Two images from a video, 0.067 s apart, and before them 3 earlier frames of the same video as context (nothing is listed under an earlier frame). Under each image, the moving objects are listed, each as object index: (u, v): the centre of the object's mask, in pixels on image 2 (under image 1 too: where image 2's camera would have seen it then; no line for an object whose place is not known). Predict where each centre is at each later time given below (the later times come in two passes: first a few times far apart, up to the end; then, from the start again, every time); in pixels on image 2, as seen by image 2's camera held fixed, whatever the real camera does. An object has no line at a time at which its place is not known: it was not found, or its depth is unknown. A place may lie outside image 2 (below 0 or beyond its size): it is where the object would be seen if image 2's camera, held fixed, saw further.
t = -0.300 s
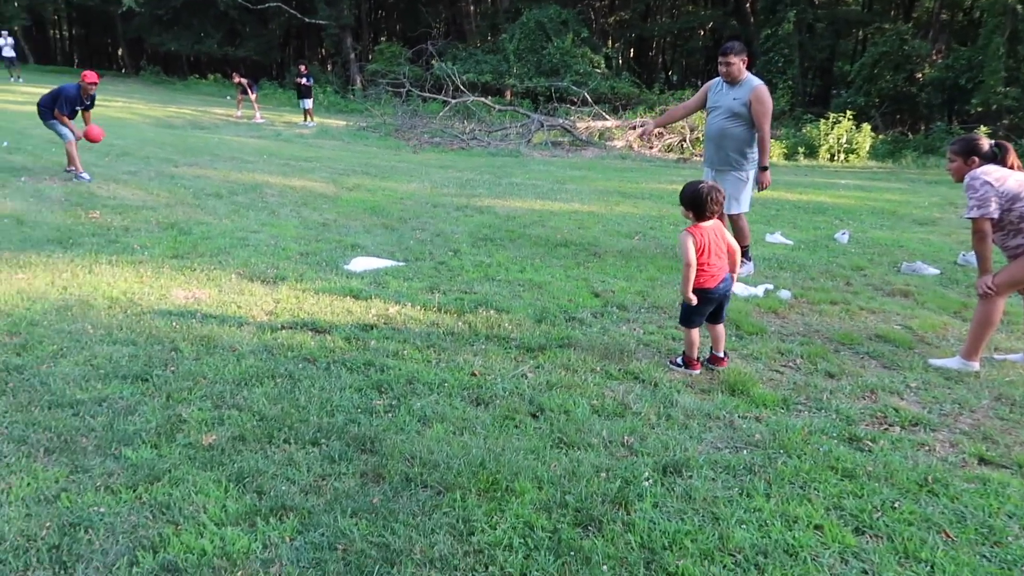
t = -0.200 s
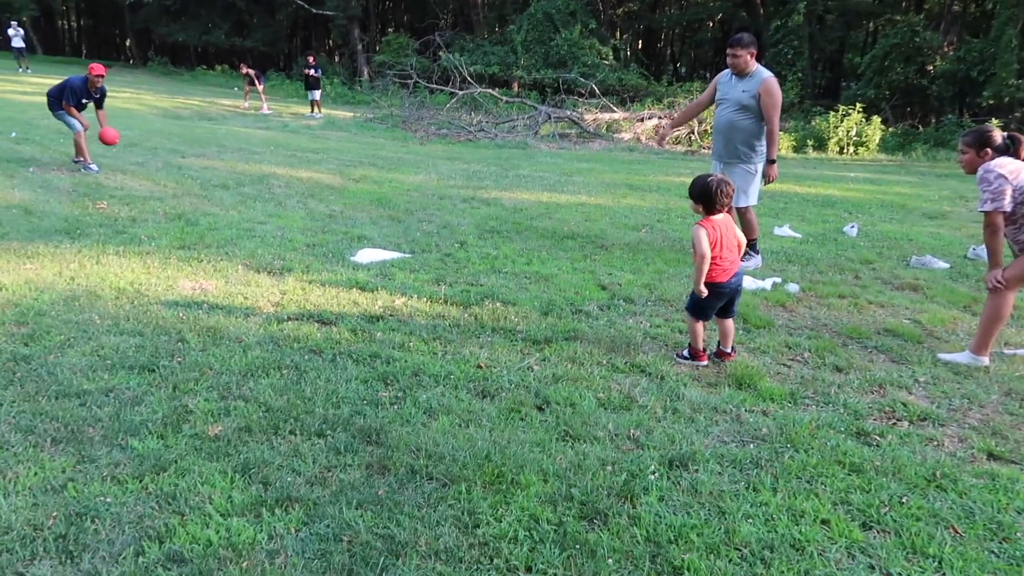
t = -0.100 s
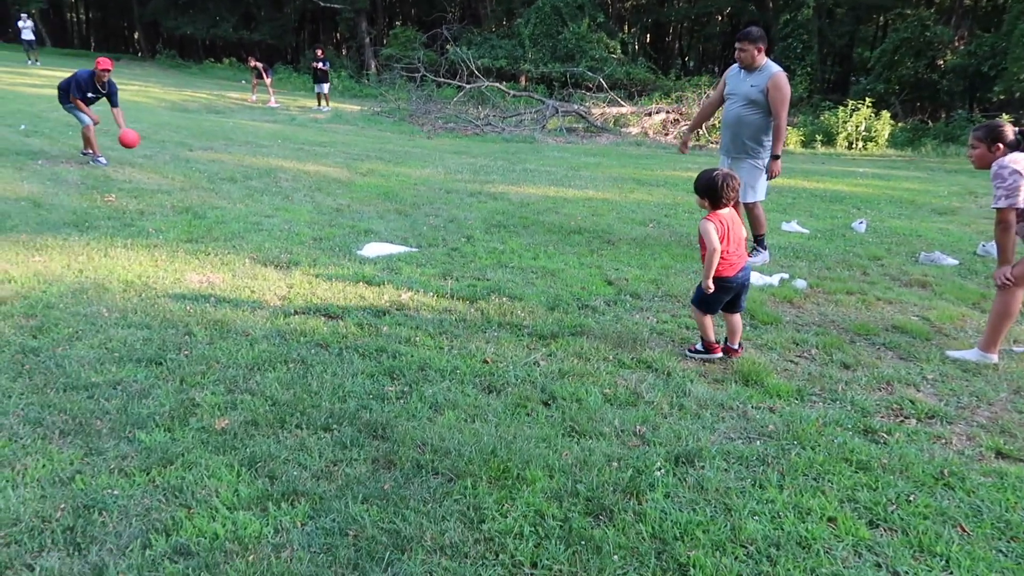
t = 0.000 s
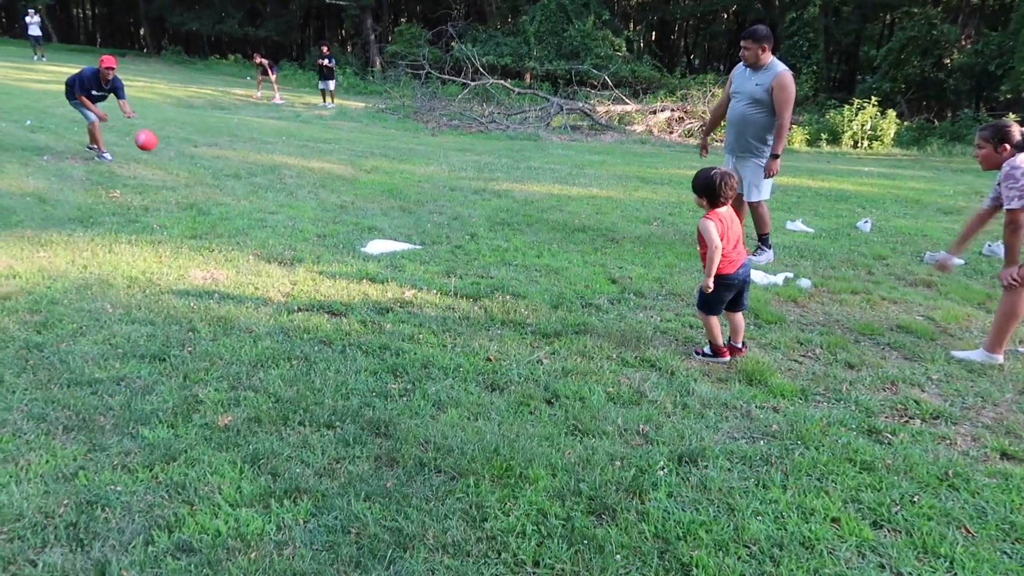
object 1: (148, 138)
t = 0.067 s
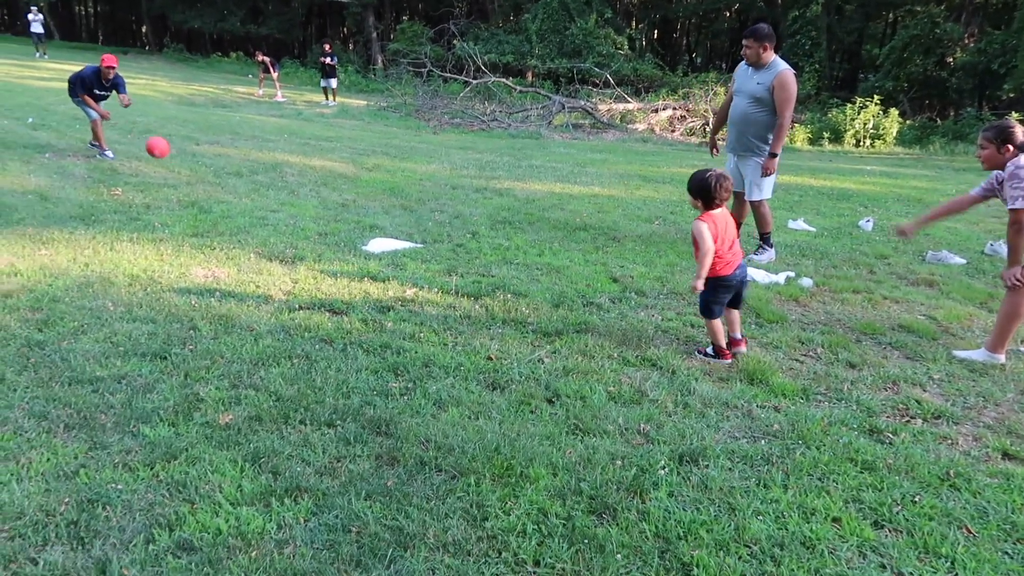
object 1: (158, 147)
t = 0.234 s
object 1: (187, 181)
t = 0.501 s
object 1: (226, 194)
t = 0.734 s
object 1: (265, 207)
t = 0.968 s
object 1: (312, 224)
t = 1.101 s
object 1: (340, 229)
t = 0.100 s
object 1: (163, 153)
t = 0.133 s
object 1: (169, 161)
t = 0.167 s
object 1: (175, 170)
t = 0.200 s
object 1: (183, 179)
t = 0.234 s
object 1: (187, 181)
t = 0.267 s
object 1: (191, 180)
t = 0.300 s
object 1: (195, 178)
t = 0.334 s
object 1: (200, 178)
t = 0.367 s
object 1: (204, 179)
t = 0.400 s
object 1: (210, 181)
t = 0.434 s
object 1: (214, 184)
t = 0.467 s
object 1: (219, 188)
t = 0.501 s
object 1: (226, 194)
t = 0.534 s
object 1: (232, 200)
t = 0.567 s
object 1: (238, 200)
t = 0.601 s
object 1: (242, 201)
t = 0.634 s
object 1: (247, 200)
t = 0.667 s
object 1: (253, 201)
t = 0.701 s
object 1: (259, 203)
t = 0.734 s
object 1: (265, 207)
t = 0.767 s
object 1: (272, 211)
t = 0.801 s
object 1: (279, 215)
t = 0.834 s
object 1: (285, 216)
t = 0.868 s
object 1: (291, 216)
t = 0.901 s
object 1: (298, 218)
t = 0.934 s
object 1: (305, 220)
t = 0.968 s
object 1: (312, 224)
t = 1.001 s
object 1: (319, 227)
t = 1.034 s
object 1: (327, 229)
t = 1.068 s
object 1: (333, 229)
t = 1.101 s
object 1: (340, 229)
